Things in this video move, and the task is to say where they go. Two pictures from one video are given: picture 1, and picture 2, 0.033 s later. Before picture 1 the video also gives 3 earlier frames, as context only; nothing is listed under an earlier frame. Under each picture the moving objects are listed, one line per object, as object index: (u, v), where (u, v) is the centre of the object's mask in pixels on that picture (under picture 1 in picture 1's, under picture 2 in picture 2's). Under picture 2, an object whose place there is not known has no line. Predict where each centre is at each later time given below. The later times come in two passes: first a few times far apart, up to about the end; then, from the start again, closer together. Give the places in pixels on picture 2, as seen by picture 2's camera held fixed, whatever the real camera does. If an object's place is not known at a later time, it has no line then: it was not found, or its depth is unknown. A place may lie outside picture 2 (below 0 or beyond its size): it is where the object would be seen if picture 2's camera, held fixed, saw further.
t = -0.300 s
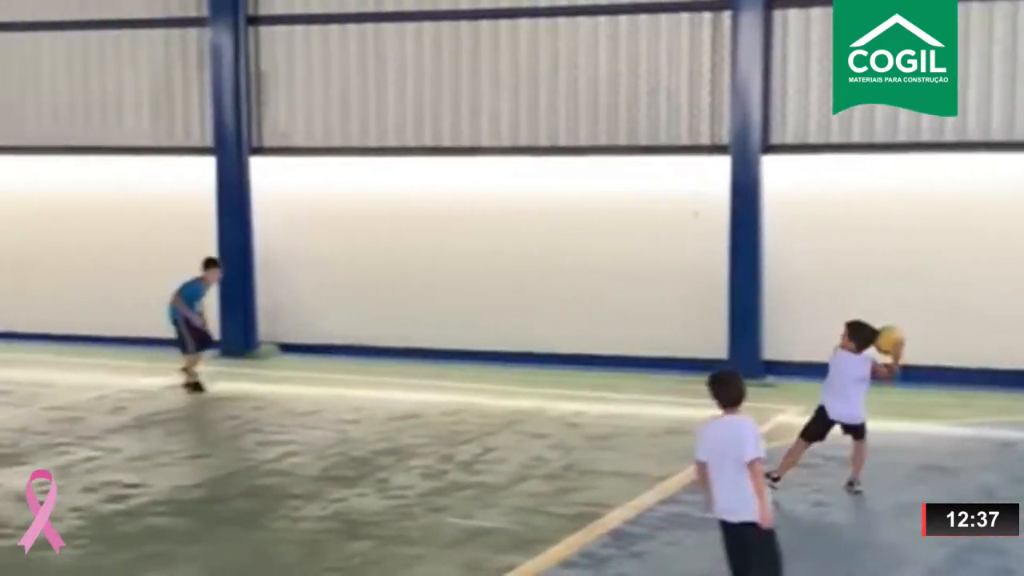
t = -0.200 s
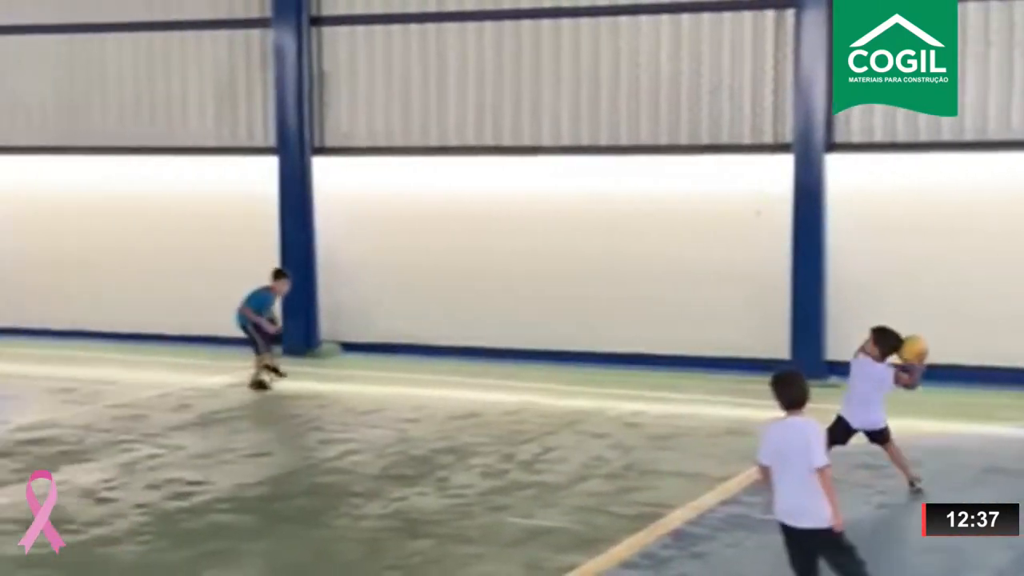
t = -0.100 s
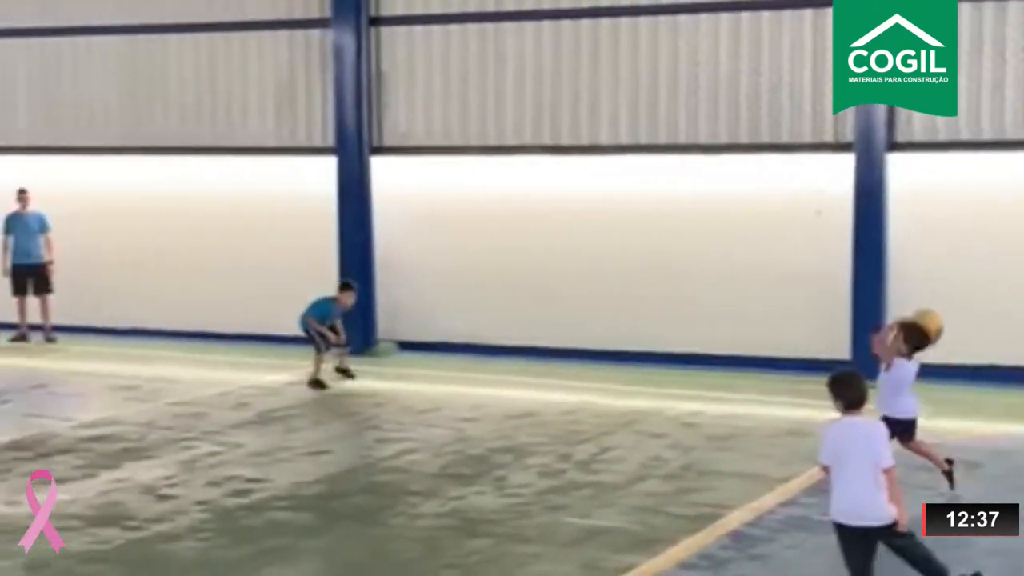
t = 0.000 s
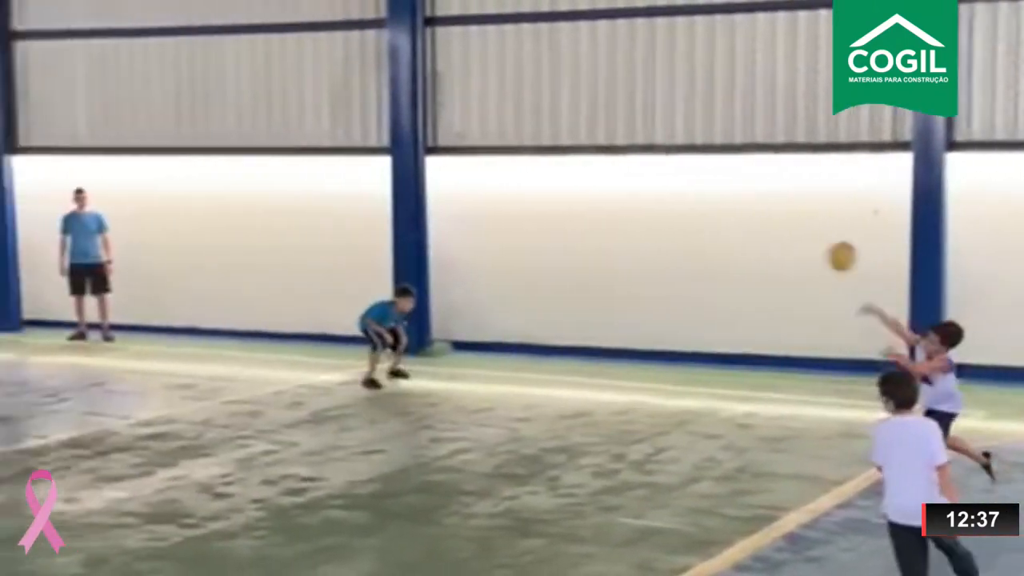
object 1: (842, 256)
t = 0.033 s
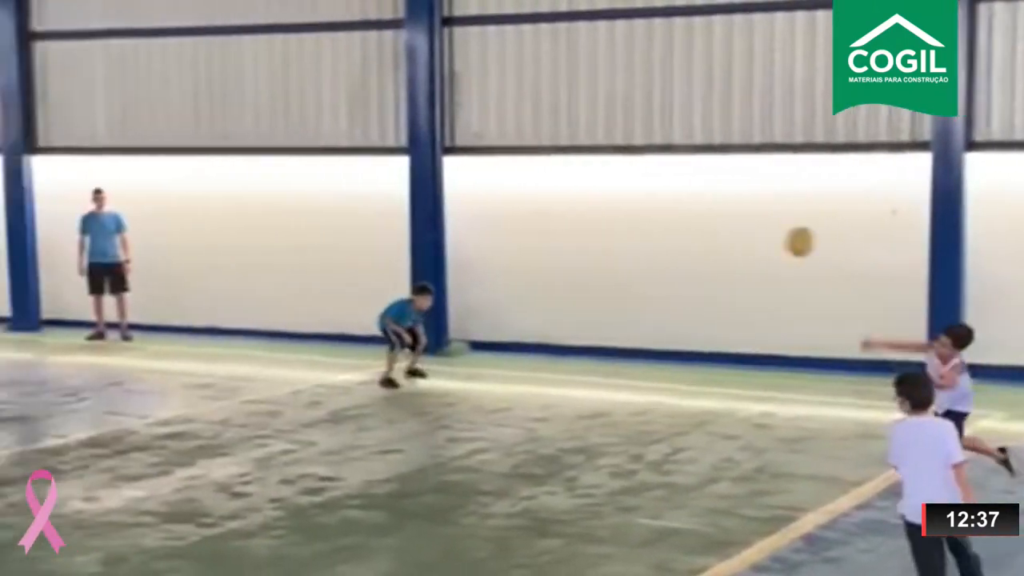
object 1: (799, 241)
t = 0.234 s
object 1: (443, 188)
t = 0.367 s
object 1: (216, 188)
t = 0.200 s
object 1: (505, 192)
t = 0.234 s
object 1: (443, 188)
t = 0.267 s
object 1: (389, 186)
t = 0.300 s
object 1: (331, 186)
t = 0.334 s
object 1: (273, 186)
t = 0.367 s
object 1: (216, 188)
